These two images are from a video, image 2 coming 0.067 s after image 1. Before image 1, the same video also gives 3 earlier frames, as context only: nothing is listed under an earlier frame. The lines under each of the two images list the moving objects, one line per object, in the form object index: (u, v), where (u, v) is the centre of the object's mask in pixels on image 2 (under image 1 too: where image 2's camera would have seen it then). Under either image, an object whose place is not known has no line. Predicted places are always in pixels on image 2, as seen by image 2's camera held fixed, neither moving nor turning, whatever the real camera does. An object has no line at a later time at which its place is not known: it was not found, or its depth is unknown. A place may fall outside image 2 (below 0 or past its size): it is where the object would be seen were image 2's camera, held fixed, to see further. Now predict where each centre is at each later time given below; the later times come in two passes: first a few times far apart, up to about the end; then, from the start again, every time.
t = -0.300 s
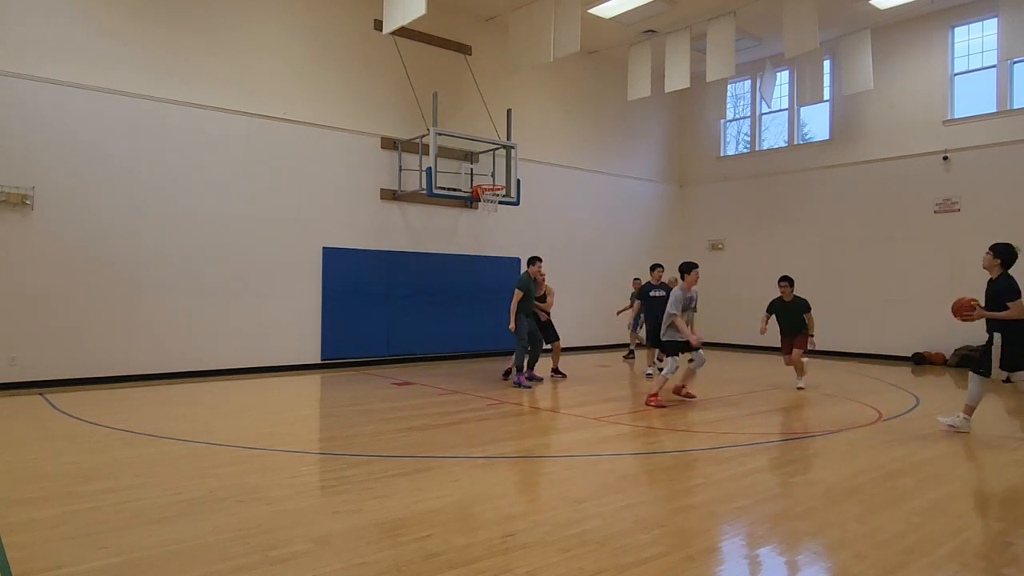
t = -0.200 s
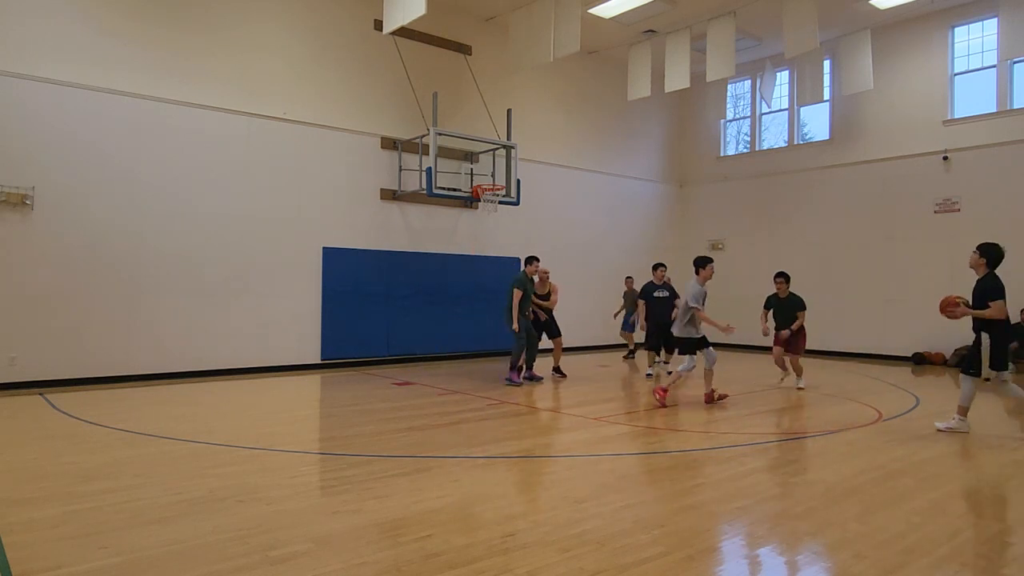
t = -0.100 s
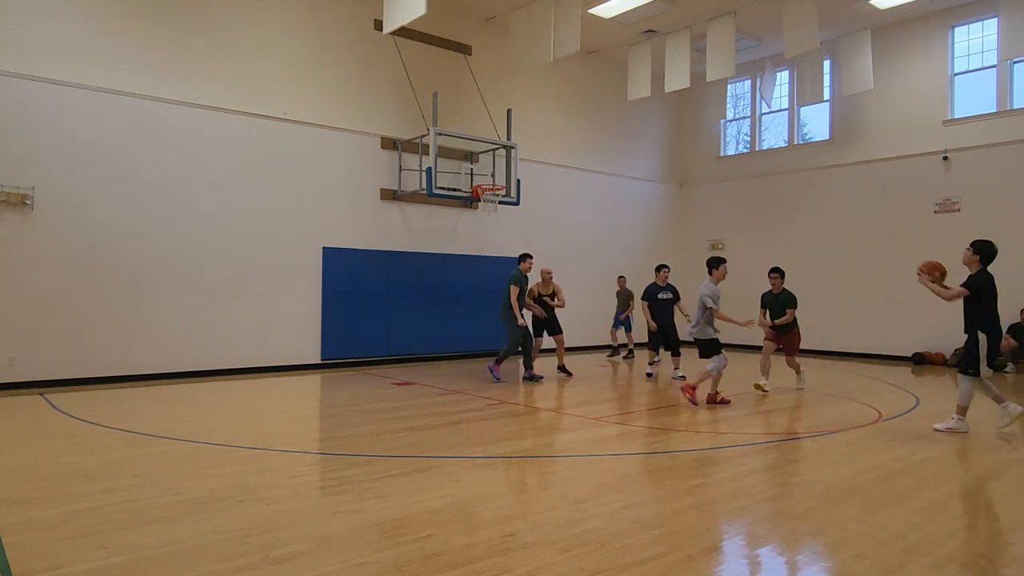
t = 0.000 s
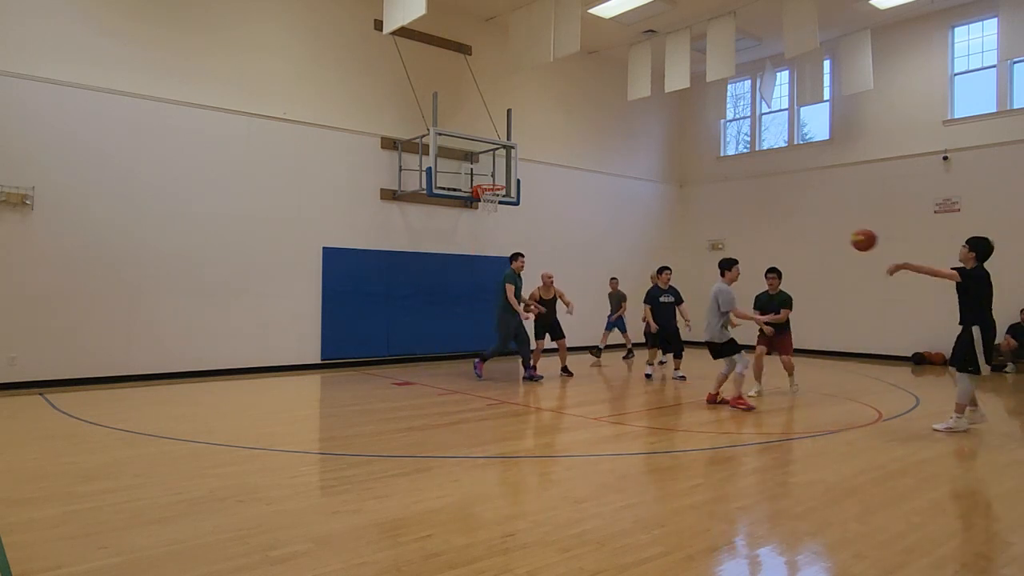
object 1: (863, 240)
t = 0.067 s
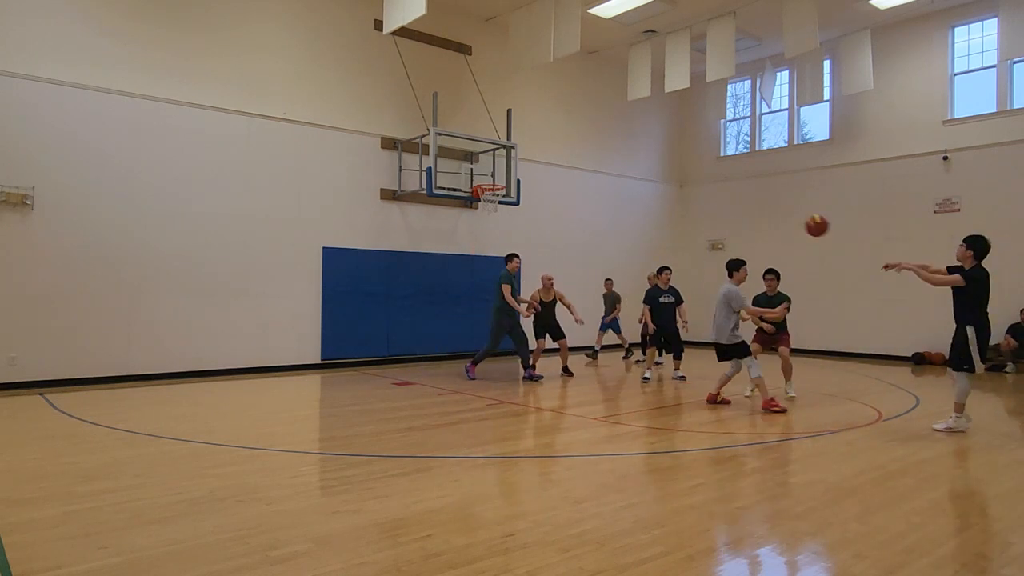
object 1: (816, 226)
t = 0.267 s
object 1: (697, 209)
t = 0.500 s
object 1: (586, 229)
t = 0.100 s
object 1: (794, 221)
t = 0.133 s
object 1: (773, 216)
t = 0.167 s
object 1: (753, 213)
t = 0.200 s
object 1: (733, 211)
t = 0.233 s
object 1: (714, 209)
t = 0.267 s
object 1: (697, 209)
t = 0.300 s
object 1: (679, 210)
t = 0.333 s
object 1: (662, 211)
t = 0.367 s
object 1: (646, 213)
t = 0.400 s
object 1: (630, 216)
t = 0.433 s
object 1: (615, 220)
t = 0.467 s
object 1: (600, 224)
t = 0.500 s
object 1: (586, 229)
